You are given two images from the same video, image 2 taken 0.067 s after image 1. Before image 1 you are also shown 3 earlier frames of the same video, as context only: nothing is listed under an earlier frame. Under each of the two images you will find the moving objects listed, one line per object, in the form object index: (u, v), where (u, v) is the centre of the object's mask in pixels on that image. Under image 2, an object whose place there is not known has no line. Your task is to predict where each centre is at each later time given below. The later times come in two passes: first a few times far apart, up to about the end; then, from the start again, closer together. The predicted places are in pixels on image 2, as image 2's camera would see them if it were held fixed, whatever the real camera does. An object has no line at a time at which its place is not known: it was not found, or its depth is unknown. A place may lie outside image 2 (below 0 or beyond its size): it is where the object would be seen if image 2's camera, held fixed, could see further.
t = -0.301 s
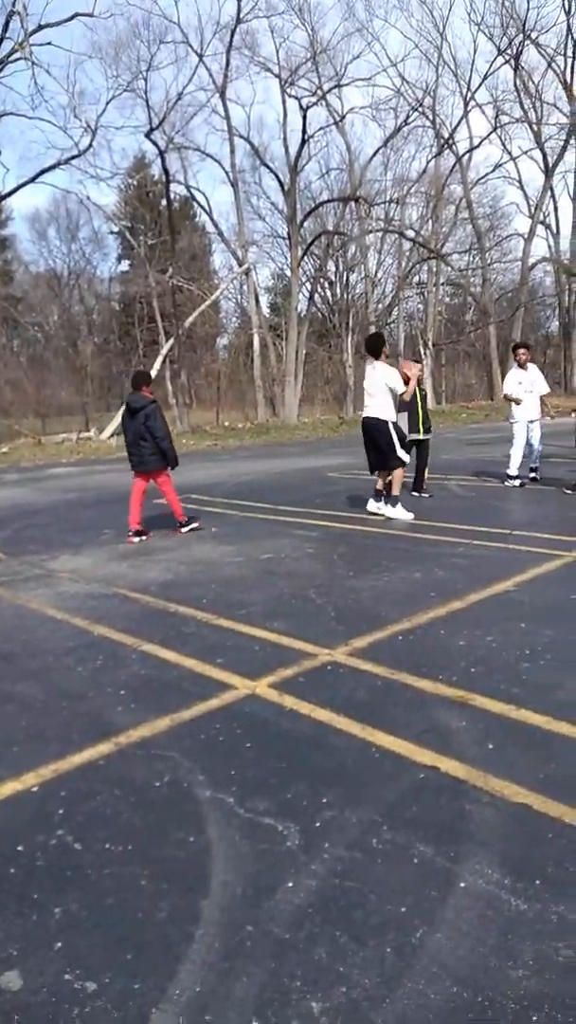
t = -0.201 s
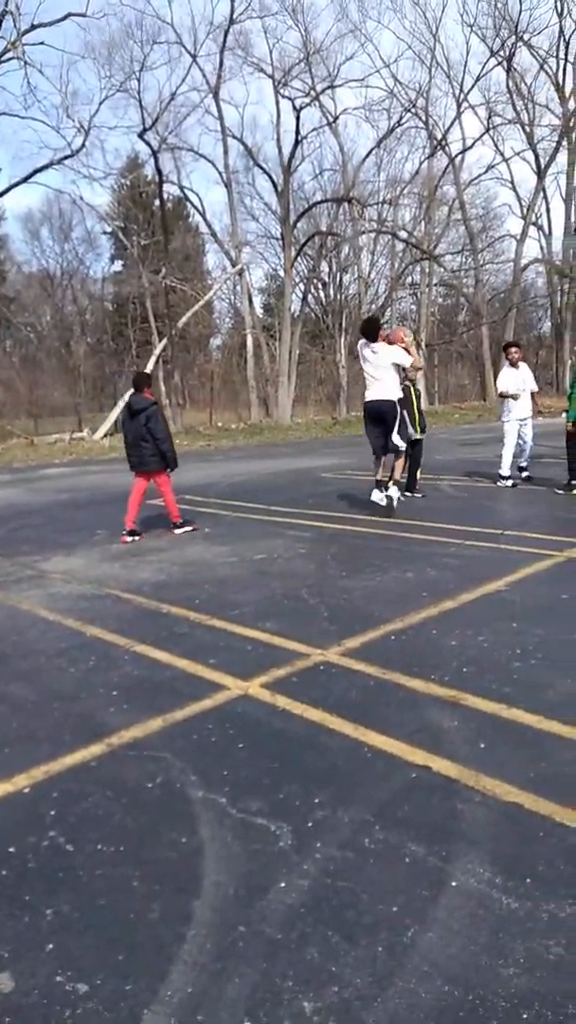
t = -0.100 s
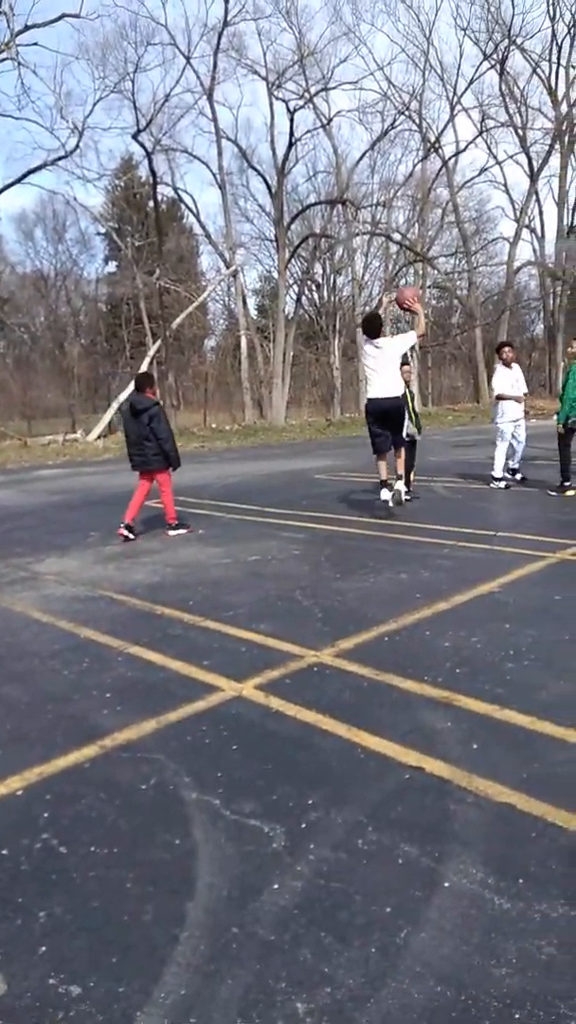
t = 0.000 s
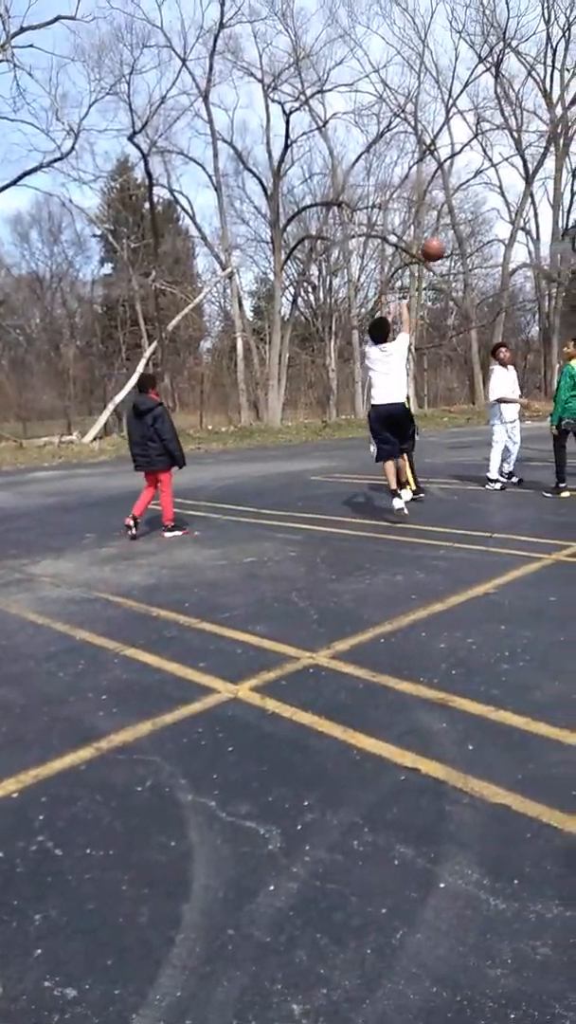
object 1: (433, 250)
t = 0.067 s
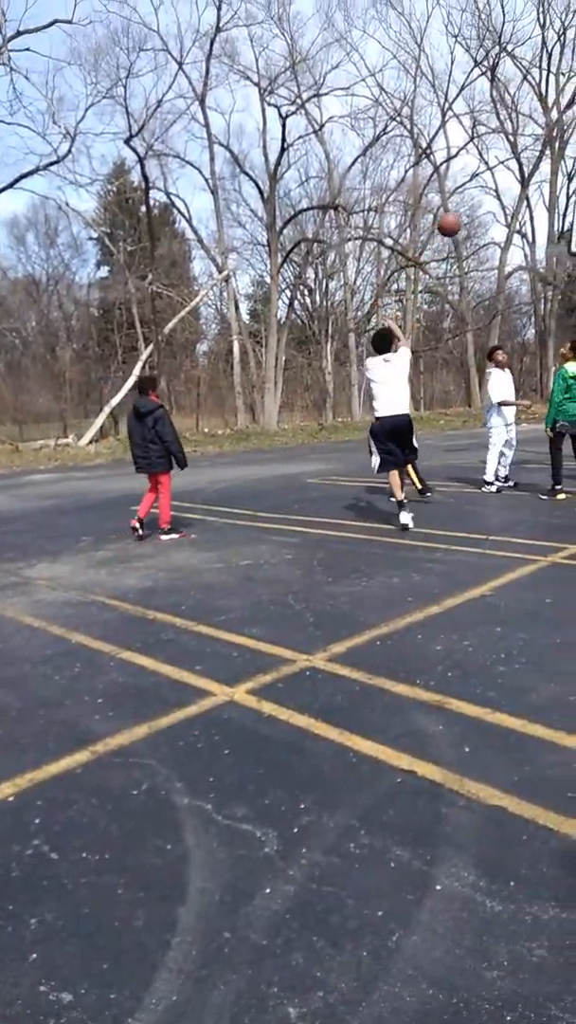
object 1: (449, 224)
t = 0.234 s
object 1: (497, 177)
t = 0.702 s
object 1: (612, 200)
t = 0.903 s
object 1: (646, 242)
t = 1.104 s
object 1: (669, 288)
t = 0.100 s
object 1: (458, 212)
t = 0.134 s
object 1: (468, 202)
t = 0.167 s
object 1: (478, 193)
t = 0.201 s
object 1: (487, 184)
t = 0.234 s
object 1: (497, 177)
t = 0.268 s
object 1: (505, 172)
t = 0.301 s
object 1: (516, 168)
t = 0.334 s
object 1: (525, 166)
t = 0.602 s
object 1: (590, 179)
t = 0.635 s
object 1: (599, 185)
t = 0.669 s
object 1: (604, 191)
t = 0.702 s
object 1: (612, 200)
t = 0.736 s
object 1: (618, 211)
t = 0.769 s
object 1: (625, 220)
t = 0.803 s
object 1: (631, 229)
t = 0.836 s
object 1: (639, 237)
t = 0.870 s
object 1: (643, 240)
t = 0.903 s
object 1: (646, 242)
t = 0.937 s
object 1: (652, 248)
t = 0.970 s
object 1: (656, 254)
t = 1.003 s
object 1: (659, 260)
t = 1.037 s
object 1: (663, 269)
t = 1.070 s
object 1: (666, 278)
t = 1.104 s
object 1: (669, 288)
